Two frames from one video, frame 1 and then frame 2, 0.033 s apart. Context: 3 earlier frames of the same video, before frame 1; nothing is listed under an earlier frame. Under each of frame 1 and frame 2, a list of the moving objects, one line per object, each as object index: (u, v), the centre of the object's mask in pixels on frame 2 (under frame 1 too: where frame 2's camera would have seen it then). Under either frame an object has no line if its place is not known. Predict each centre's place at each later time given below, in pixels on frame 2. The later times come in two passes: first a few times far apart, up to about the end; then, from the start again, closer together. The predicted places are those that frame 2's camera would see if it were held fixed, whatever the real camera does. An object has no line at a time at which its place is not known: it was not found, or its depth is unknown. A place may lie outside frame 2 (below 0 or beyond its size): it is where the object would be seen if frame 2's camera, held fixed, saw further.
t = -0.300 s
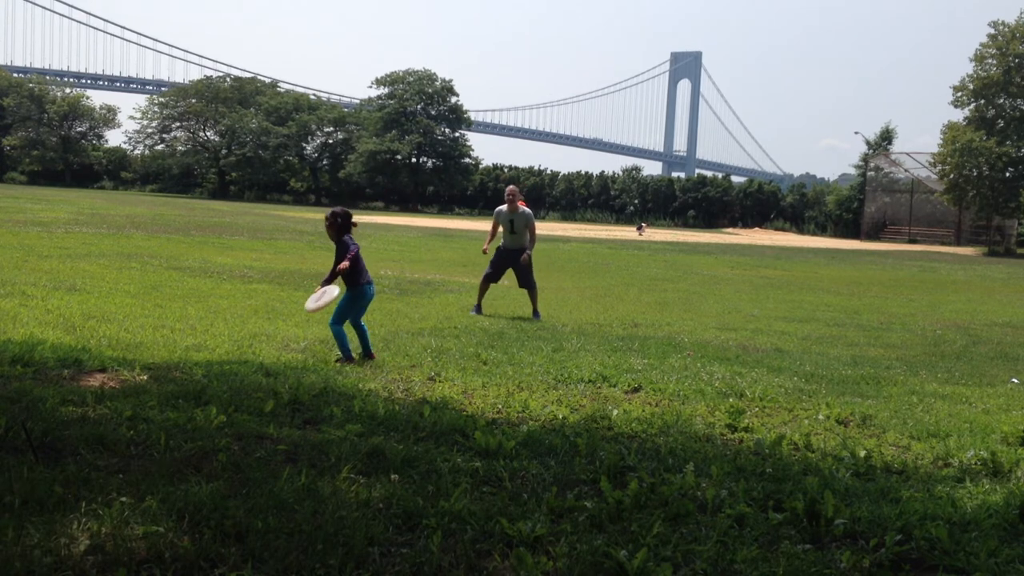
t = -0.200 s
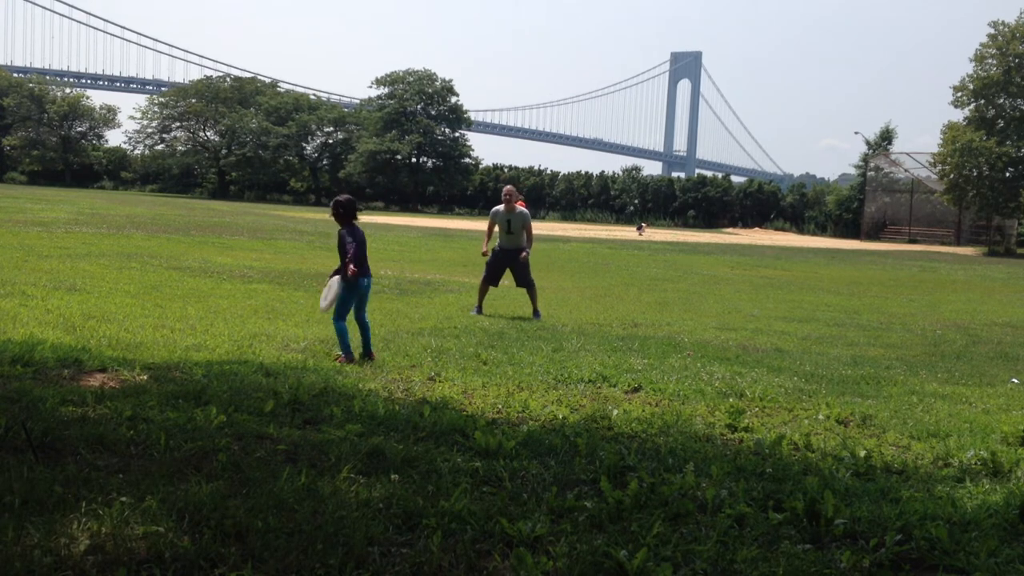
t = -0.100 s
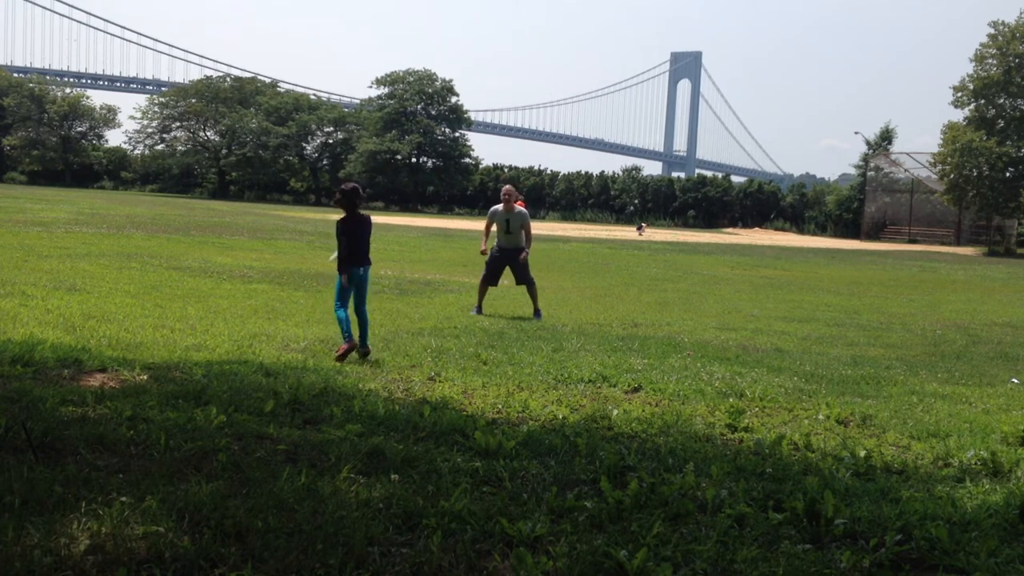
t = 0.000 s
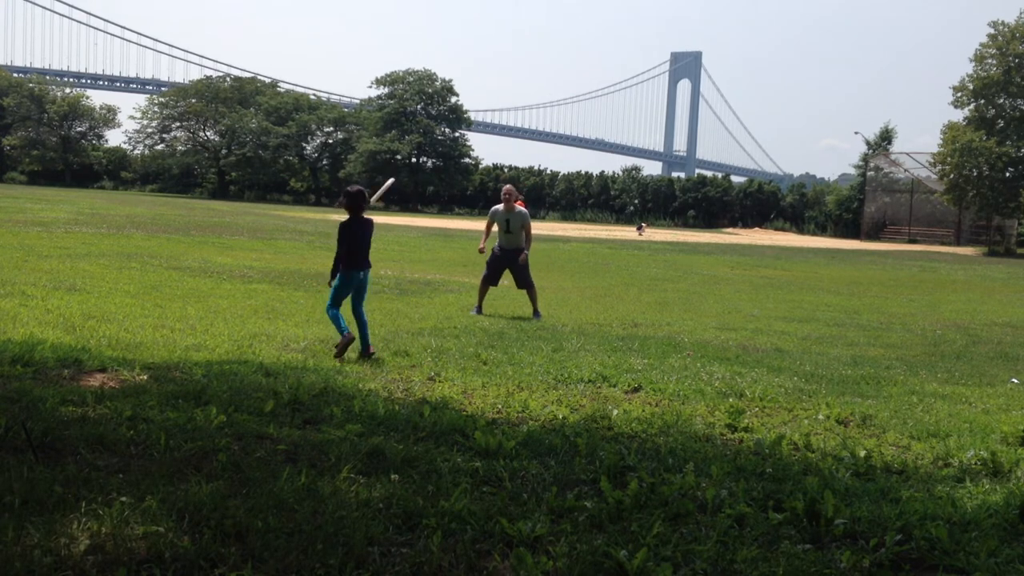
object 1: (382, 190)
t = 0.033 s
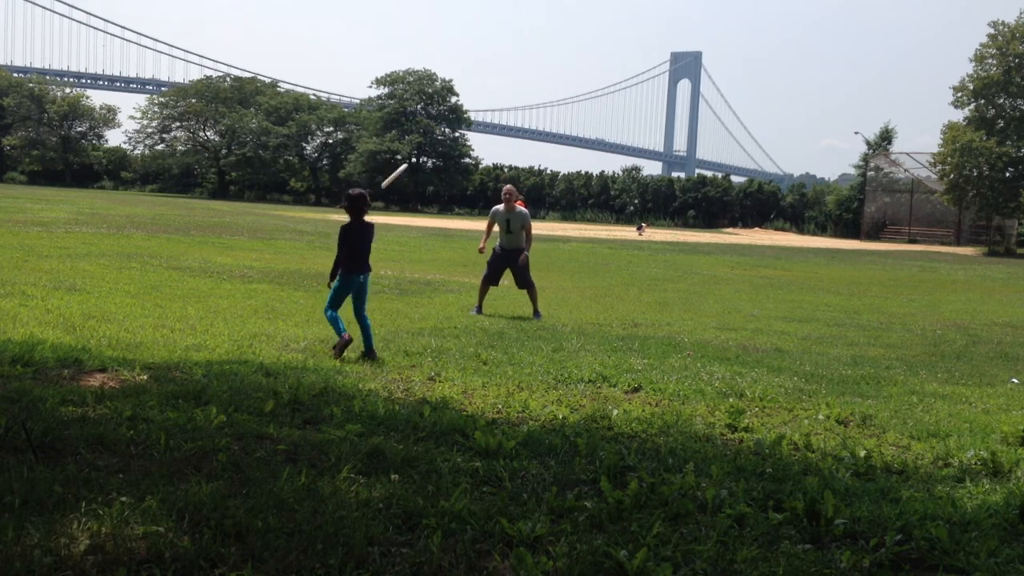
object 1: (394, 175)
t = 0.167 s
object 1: (439, 130)
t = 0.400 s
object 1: (488, 96)
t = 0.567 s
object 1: (501, 93)
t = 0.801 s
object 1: (500, 116)
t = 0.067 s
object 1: (406, 162)
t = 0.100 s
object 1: (418, 150)
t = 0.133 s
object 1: (429, 139)
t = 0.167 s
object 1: (439, 130)
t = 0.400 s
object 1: (488, 96)
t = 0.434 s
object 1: (491, 95)
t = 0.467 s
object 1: (494, 93)
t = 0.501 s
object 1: (497, 91)
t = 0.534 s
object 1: (499, 92)
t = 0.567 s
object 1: (501, 93)
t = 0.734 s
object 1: (502, 107)
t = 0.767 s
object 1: (502, 111)
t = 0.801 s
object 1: (500, 116)
